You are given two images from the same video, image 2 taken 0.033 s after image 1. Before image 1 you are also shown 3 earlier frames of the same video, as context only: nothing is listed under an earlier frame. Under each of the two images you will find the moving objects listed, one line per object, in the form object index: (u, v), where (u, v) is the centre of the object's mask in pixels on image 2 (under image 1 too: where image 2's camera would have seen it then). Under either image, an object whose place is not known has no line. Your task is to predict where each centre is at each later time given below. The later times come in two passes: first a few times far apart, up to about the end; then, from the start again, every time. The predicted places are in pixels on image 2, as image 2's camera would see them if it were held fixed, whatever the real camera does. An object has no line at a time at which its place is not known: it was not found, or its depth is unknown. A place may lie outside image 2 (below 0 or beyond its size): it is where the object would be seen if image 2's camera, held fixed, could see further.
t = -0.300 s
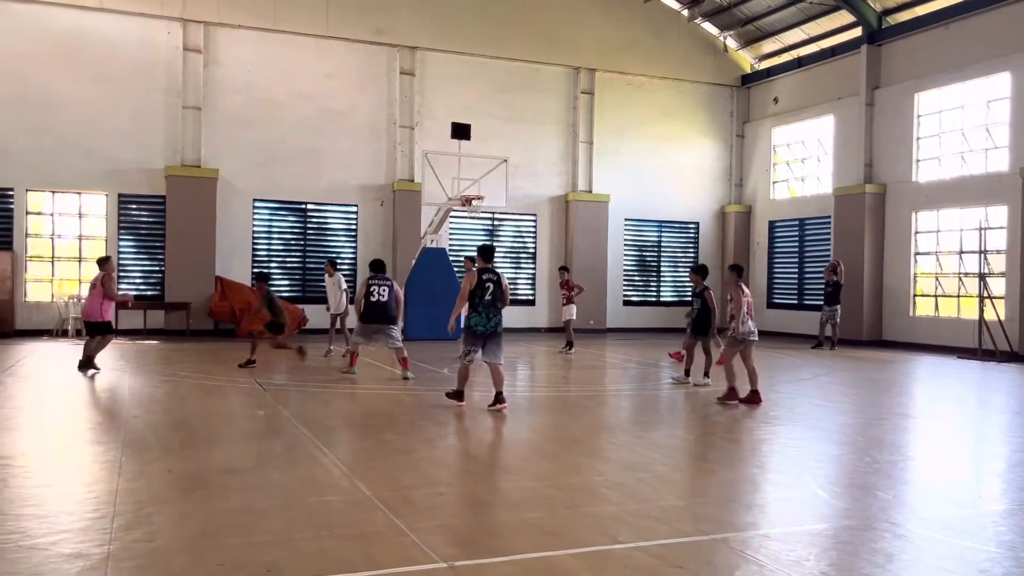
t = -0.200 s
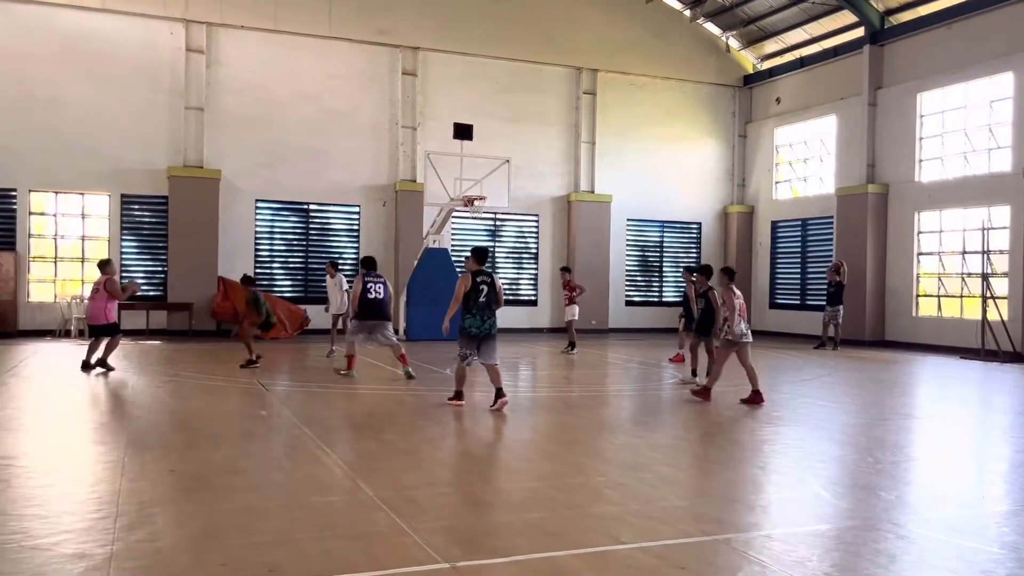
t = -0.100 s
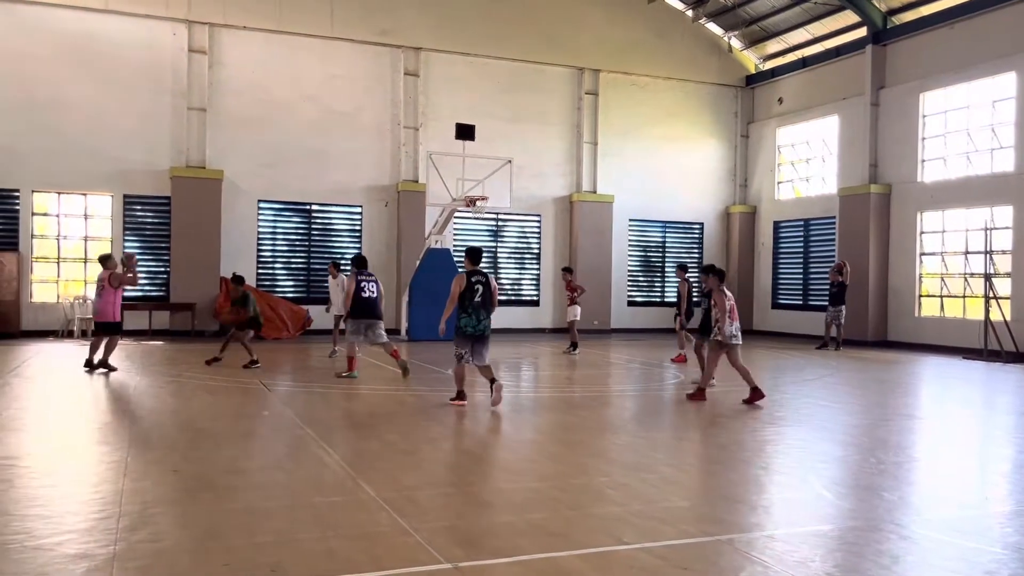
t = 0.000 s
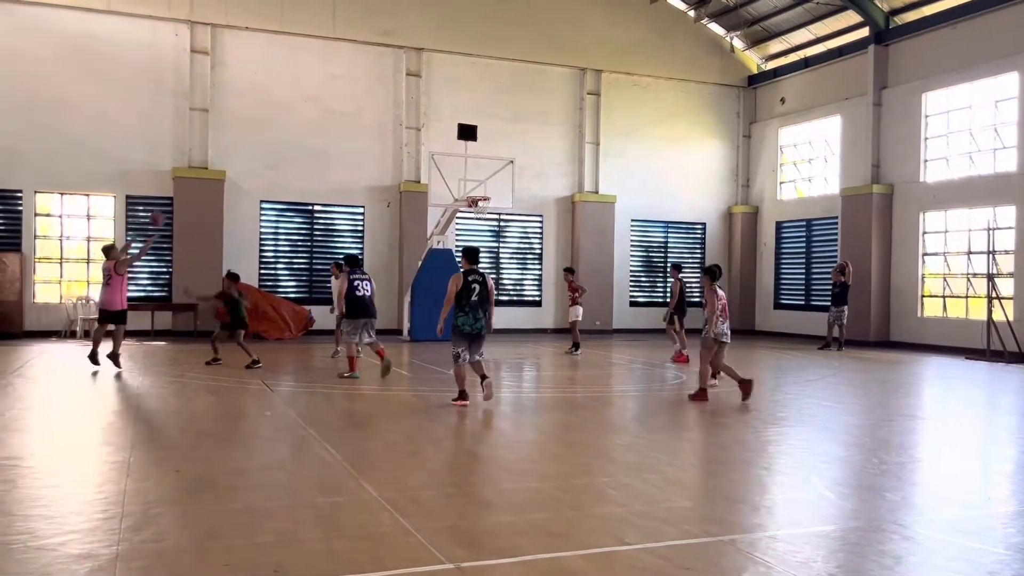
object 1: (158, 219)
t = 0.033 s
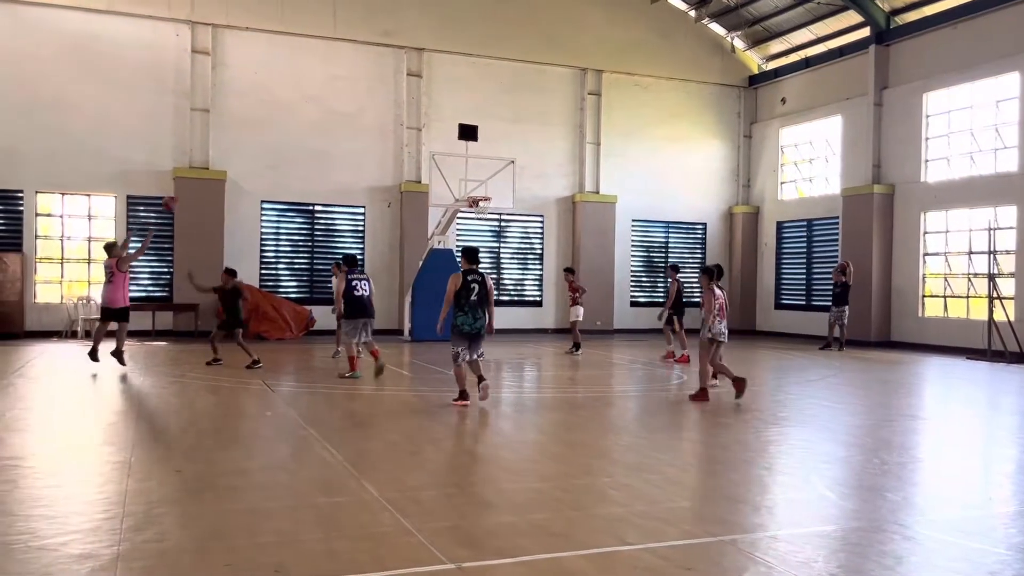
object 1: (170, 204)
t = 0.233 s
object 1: (236, 135)
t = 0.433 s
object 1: (291, 96)
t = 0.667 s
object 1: (349, 84)
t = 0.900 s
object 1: (401, 101)
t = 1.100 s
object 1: (439, 136)
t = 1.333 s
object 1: (478, 198)
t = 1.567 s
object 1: (486, 205)
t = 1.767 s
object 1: (482, 212)
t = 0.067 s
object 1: (180, 190)
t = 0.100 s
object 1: (193, 178)
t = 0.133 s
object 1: (204, 165)
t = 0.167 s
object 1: (215, 155)
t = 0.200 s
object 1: (225, 144)
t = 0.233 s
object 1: (236, 135)
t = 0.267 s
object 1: (245, 127)
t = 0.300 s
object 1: (255, 119)
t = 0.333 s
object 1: (264, 113)
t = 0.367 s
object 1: (274, 106)
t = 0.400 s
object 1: (282, 101)
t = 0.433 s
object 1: (291, 96)
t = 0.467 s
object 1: (300, 92)
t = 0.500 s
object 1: (308, 89)
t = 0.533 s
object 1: (317, 87)
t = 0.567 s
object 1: (325, 85)
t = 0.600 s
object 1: (334, 84)
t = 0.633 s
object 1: (342, 84)
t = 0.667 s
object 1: (349, 84)
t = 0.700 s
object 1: (357, 84)
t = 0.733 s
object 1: (364, 86)
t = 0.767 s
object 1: (372, 87)
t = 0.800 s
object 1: (379, 90)
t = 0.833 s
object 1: (387, 93)
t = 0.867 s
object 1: (393, 97)
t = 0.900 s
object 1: (401, 101)
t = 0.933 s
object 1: (407, 105)
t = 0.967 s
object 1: (413, 111)
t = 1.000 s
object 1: (420, 116)
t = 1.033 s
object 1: (426, 122)
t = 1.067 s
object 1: (432, 129)
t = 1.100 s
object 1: (439, 136)
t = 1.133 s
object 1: (445, 144)
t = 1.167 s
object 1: (451, 151)
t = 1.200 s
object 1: (457, 160)
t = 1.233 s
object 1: (462, 169)
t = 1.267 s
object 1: (468, 177)
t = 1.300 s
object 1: (473, 187)
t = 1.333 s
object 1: (478, 198)
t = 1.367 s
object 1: (482, 206)
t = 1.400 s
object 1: (486, 209)
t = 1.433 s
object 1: (487, 208)
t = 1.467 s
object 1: (486, 207)
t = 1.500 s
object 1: (486, 206)
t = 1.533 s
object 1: (486, 205)
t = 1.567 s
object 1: (486, 205)
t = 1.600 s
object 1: (485, 205)
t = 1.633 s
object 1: (485, 206)
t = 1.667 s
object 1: (485, 207)
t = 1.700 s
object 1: (484, 208)
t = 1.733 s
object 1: (483, 211)
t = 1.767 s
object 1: (482, 212)
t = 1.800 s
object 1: (482, 213)
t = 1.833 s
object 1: (481, 216)
